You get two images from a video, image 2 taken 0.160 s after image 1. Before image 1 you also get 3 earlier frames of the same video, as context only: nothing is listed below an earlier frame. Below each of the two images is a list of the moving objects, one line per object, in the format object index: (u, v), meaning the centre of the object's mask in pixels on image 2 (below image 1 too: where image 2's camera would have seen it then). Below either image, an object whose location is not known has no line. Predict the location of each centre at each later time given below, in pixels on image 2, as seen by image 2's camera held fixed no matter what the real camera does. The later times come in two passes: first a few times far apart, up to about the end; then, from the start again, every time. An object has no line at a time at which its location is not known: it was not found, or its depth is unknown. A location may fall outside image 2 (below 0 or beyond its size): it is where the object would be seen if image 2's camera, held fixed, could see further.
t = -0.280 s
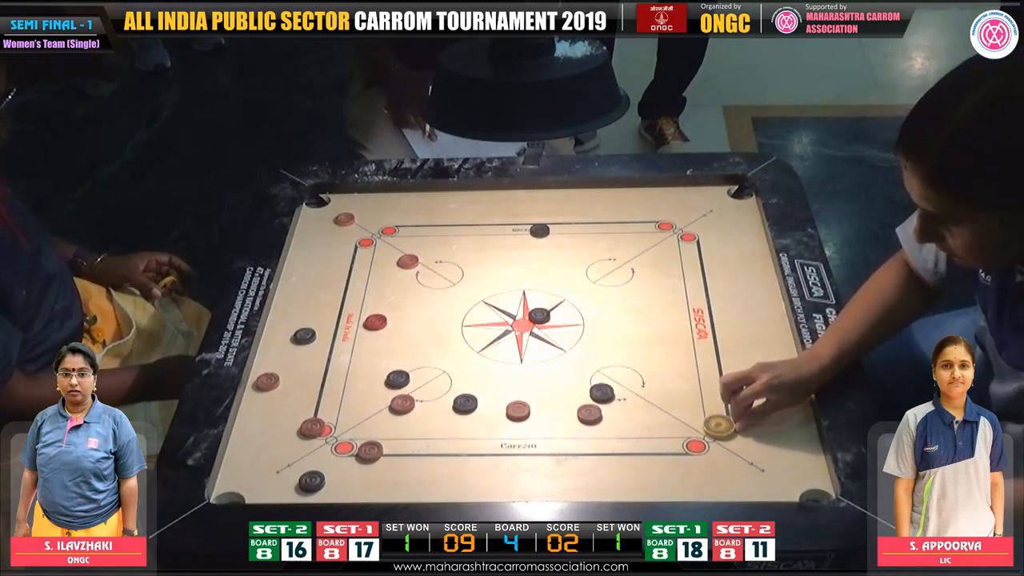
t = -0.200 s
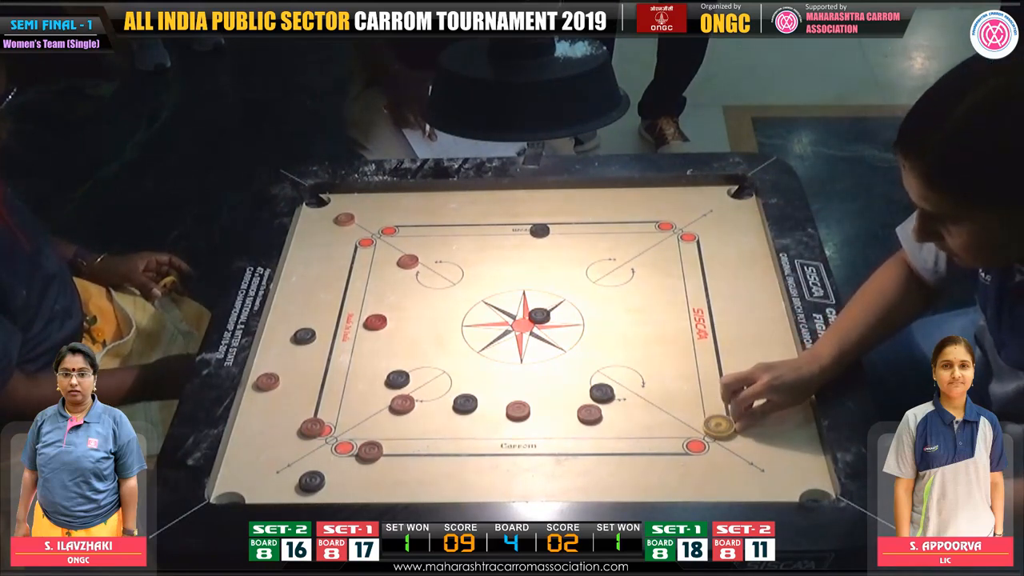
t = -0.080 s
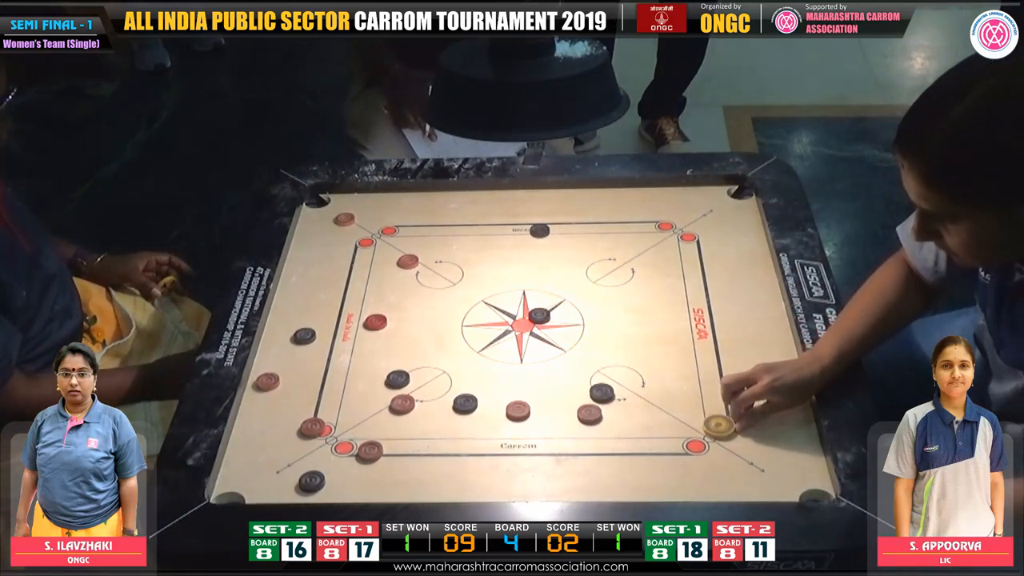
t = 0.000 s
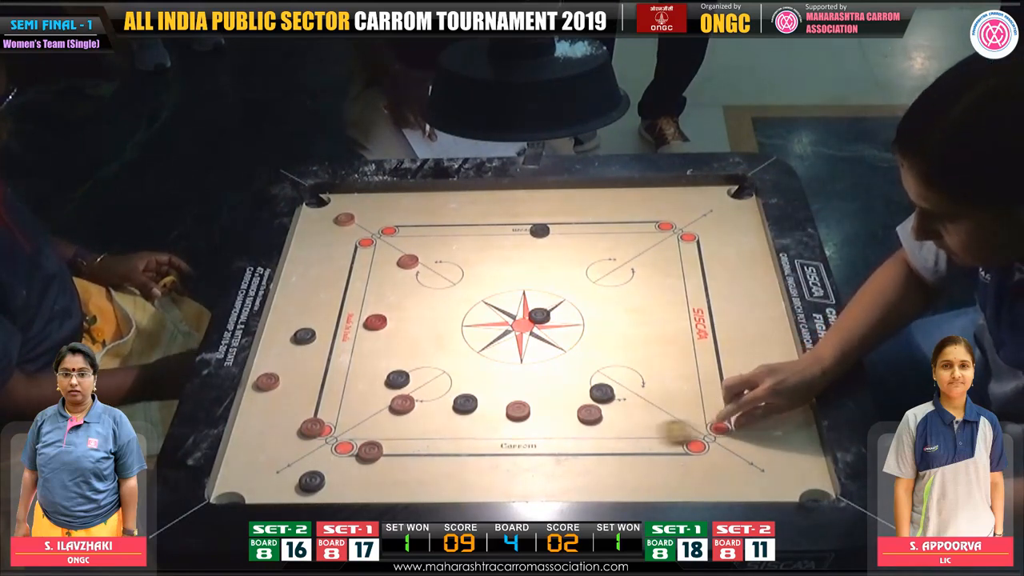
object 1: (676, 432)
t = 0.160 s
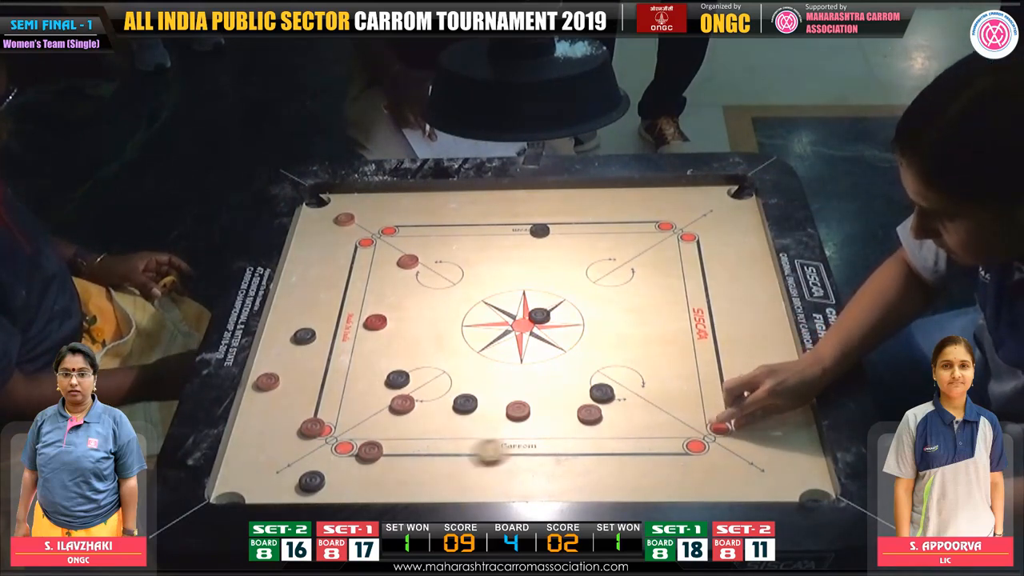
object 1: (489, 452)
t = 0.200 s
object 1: (446, 456)
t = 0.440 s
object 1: (315, 485)
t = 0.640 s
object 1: (296, 489)
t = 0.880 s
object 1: (295, 489)
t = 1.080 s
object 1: (295, 489)
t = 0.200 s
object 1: (446, 456)
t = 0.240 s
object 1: (405, 460)
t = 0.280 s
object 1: (375, 467)
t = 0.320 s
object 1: (350, 474)
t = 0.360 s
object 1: (333, 479)
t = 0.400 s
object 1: (324, 482)
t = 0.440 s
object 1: (315, 485)
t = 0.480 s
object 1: (308, 487)
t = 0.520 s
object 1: (304, 488)
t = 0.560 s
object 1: (300, 489)
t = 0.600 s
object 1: (297, 489)
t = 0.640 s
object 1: (296, 489)
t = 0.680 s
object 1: (295, 489)
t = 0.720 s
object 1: (295, 489)
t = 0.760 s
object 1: (296, 489)
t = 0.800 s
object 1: (295, 489)
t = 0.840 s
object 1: (295, 489)
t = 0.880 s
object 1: (295, 489)
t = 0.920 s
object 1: (295, 489)
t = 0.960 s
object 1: (295, 489)
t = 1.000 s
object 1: (295, 489)
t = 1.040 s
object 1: (295, 489)
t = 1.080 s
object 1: (295, 489)
